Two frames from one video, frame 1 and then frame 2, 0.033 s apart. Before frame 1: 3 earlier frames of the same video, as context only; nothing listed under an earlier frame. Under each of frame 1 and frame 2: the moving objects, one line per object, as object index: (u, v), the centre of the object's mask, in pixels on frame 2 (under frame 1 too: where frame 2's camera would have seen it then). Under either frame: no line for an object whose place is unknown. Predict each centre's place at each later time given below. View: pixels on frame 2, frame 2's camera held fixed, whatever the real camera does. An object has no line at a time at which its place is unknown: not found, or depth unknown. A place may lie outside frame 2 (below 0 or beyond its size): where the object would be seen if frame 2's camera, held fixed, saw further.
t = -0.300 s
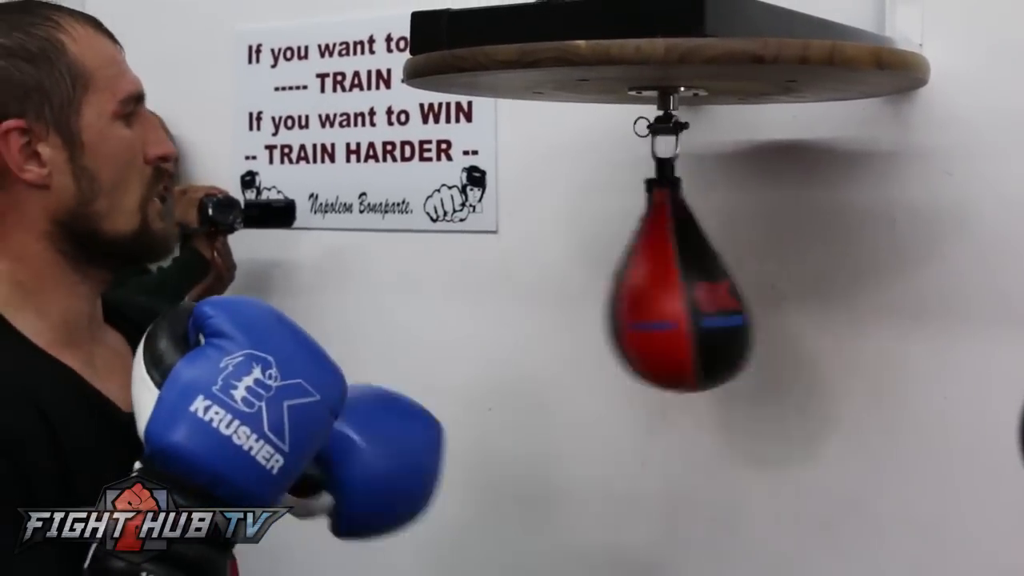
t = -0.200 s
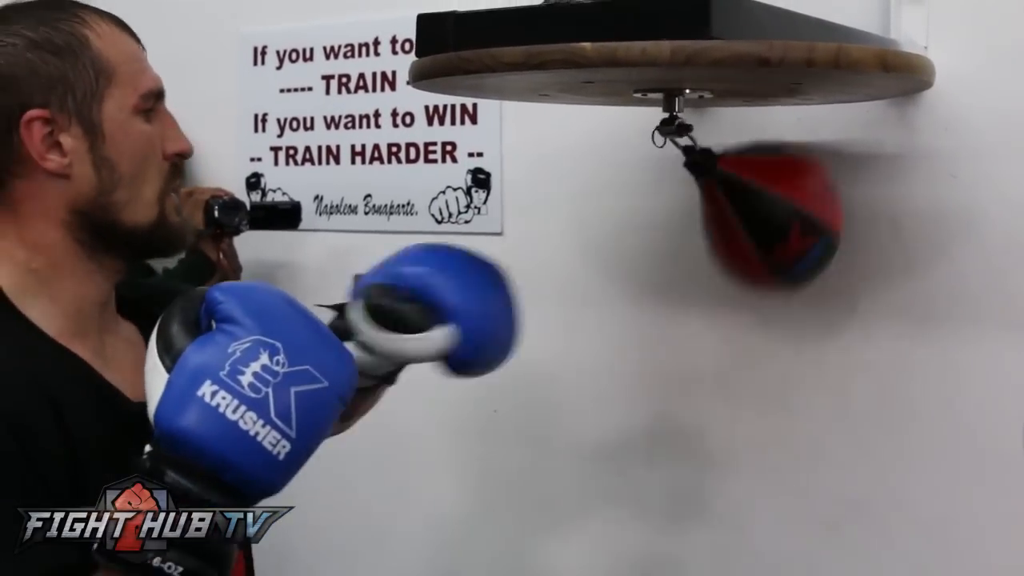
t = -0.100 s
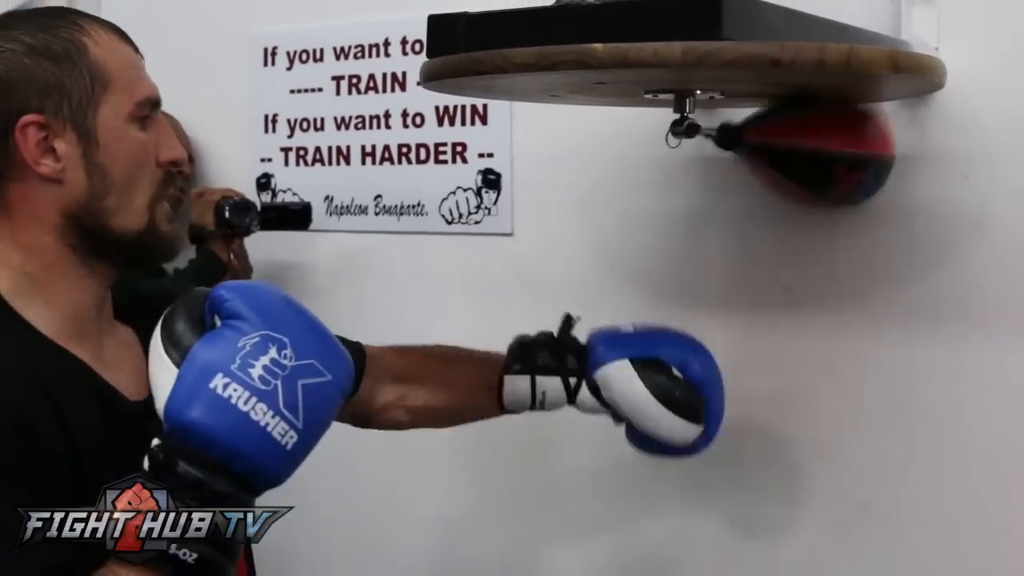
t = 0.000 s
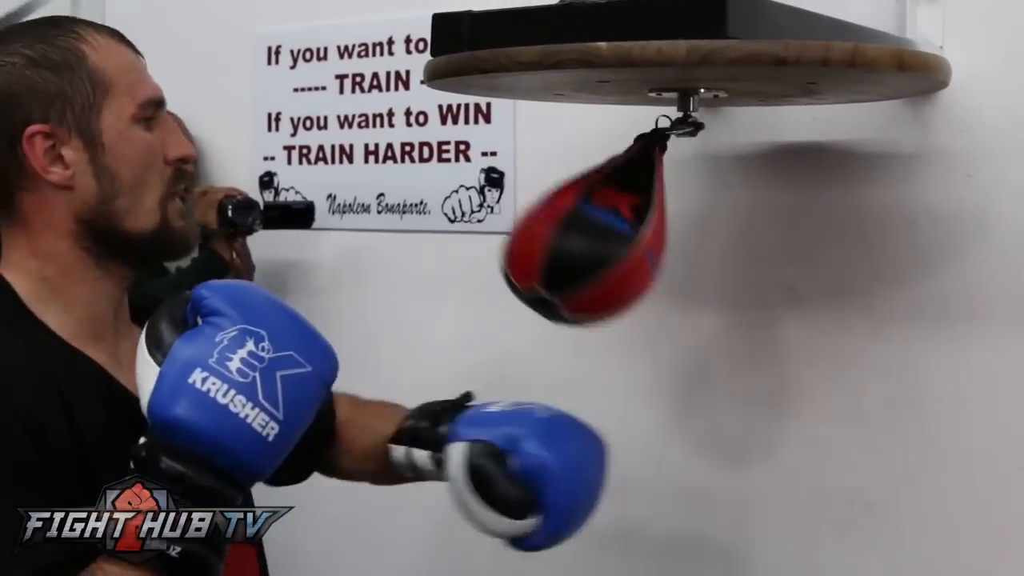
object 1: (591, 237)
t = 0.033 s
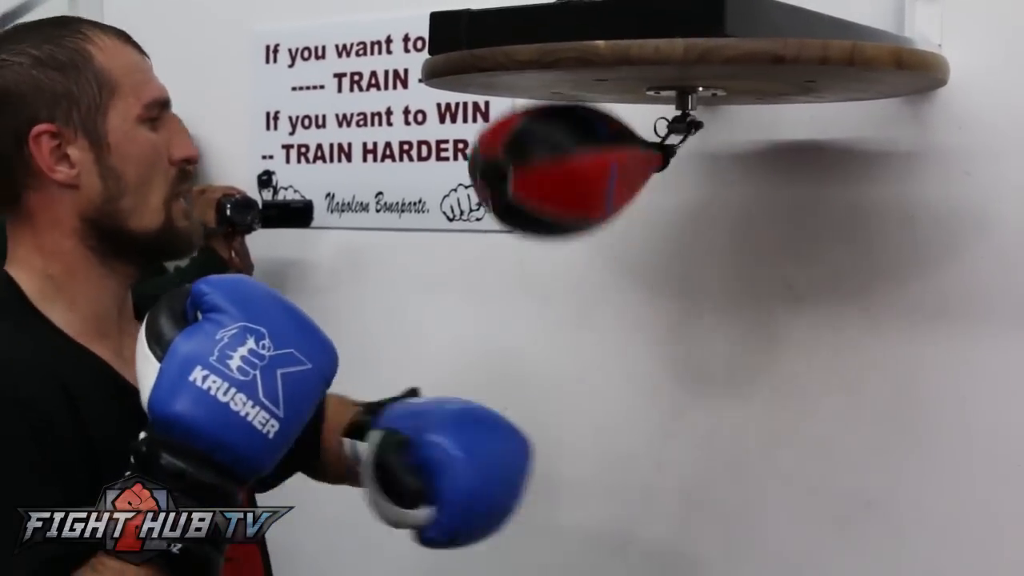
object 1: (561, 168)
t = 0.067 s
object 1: (563, 188)
